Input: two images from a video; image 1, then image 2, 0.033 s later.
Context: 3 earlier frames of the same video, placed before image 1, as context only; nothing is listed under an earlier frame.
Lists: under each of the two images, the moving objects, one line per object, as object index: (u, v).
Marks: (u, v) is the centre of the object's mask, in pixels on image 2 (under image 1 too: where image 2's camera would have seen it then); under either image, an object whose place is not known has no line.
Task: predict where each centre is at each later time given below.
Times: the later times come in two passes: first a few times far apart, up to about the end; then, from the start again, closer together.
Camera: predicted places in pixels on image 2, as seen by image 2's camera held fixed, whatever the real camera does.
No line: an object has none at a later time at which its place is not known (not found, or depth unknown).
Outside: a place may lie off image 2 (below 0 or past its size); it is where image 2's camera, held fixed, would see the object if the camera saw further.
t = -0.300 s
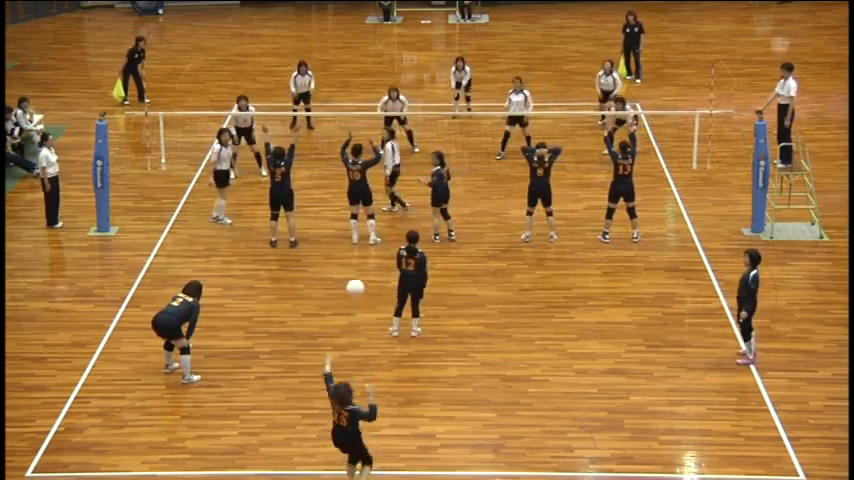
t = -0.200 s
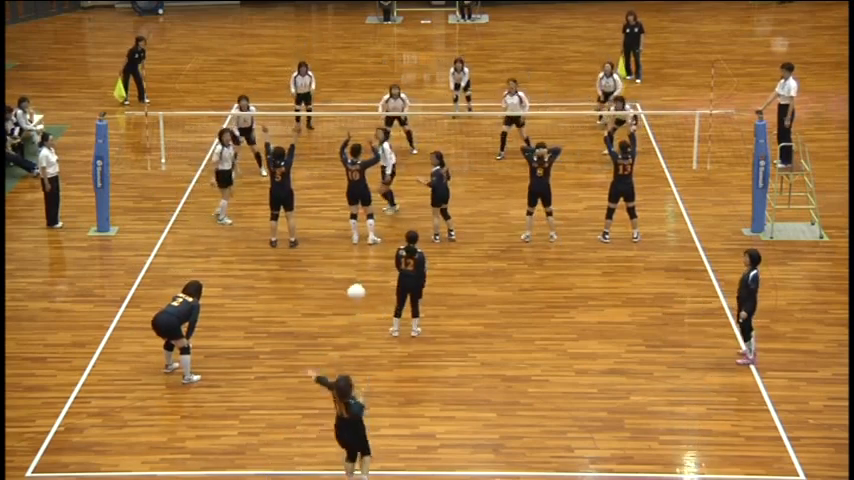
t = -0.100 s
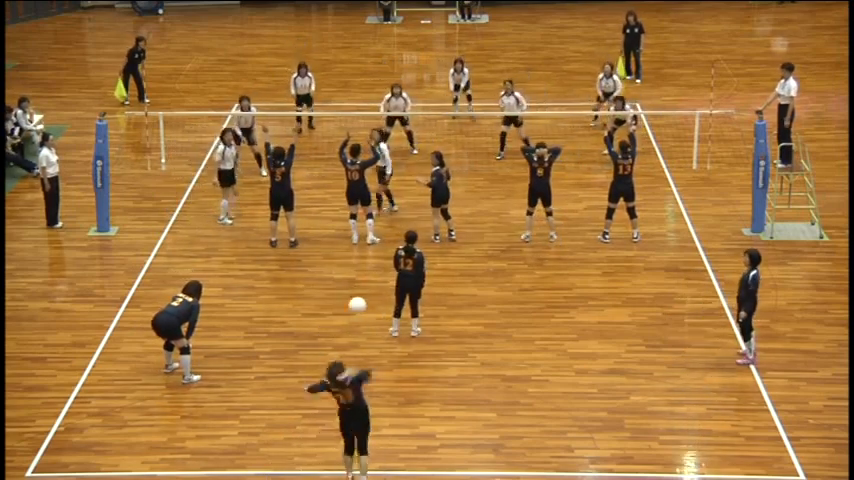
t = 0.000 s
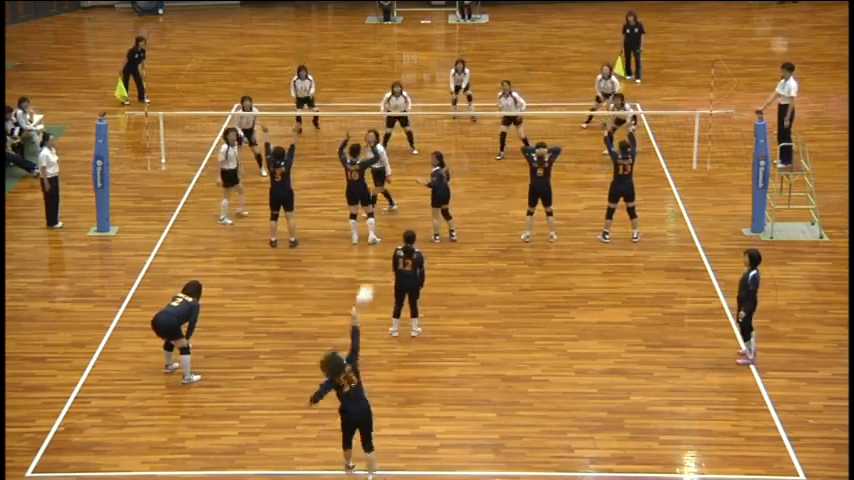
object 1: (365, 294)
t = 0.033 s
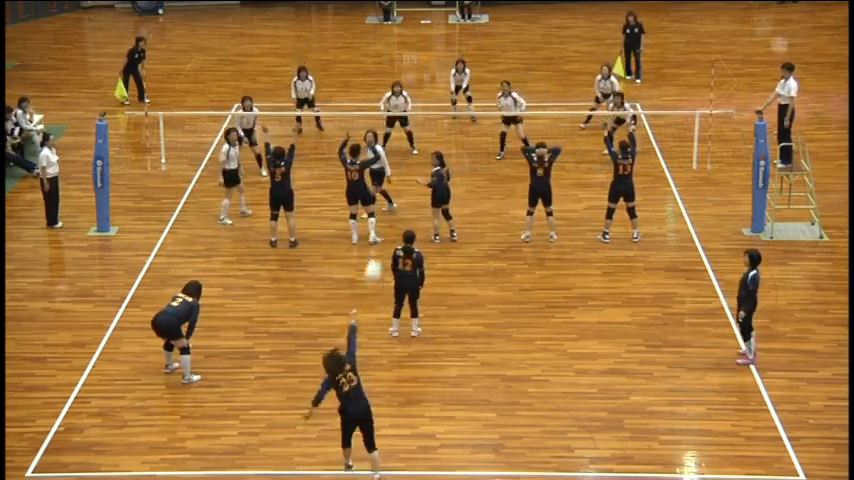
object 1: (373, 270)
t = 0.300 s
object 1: (426, 138)
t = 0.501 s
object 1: (456, 98)
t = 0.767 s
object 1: (484, 92)
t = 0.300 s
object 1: (426, 138)
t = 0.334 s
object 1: (431, 128)
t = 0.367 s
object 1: (437, 120)
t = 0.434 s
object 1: (446, 107)
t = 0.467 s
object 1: (451, 101)
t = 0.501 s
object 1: (456, 98)
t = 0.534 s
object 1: (460, 94)
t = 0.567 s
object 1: (463, 92)
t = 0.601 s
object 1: (468, 91)
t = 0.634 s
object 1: (472, 89)
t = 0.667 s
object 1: (475, 89)
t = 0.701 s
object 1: (478, 89)
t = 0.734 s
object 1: (482, 90)
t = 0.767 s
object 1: (484, 92)
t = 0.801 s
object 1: (487, 93)
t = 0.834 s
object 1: (490, 96)
